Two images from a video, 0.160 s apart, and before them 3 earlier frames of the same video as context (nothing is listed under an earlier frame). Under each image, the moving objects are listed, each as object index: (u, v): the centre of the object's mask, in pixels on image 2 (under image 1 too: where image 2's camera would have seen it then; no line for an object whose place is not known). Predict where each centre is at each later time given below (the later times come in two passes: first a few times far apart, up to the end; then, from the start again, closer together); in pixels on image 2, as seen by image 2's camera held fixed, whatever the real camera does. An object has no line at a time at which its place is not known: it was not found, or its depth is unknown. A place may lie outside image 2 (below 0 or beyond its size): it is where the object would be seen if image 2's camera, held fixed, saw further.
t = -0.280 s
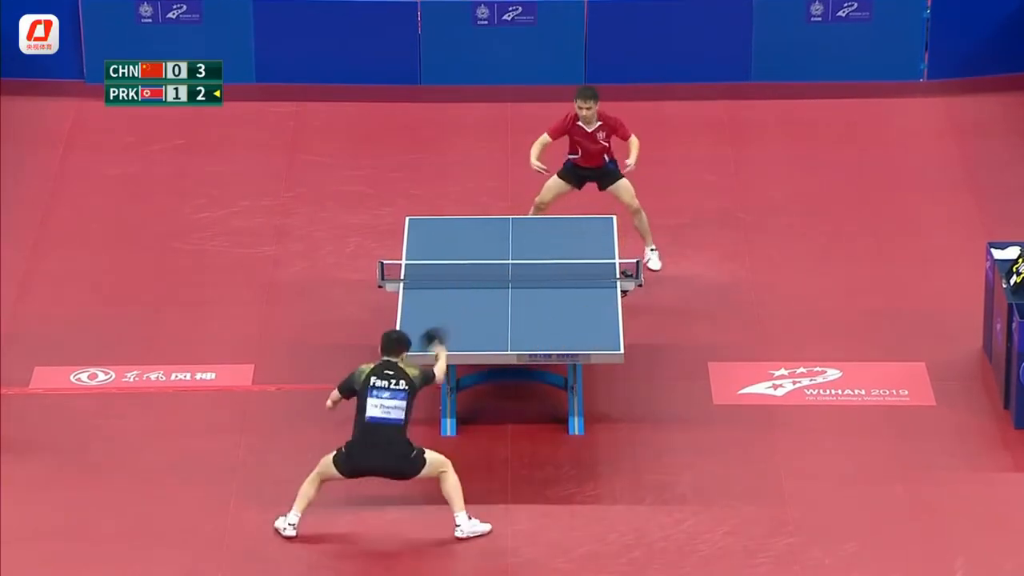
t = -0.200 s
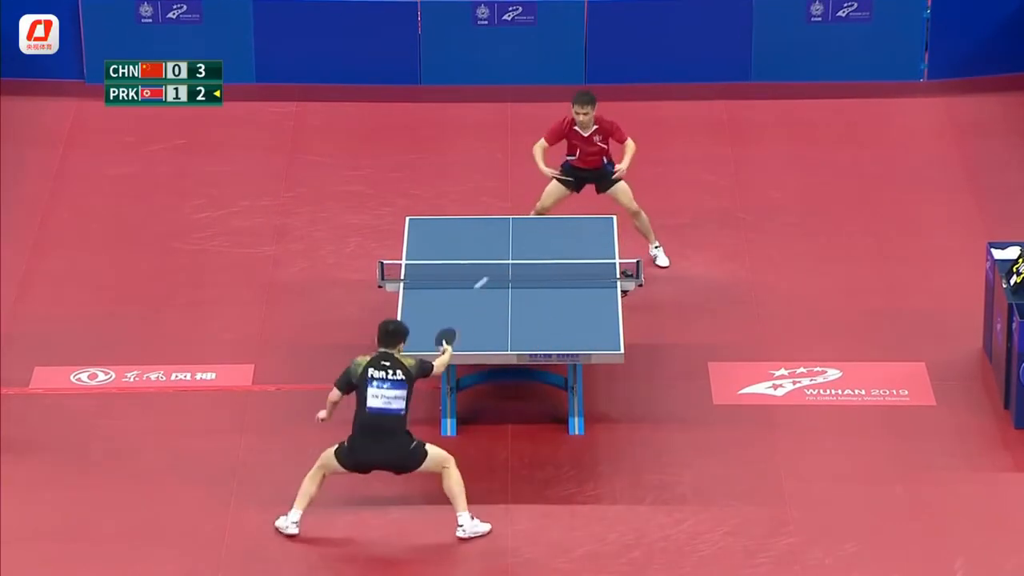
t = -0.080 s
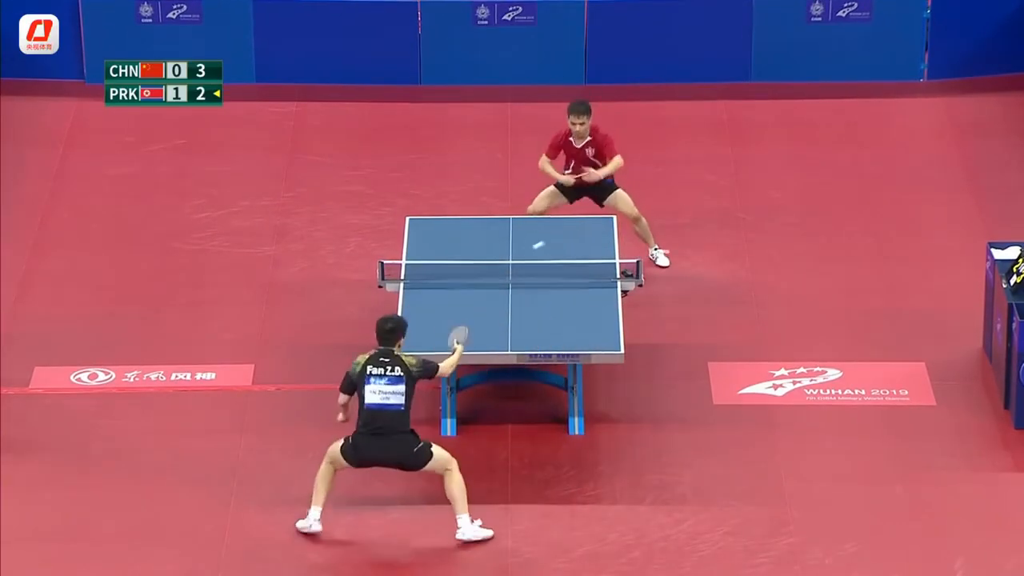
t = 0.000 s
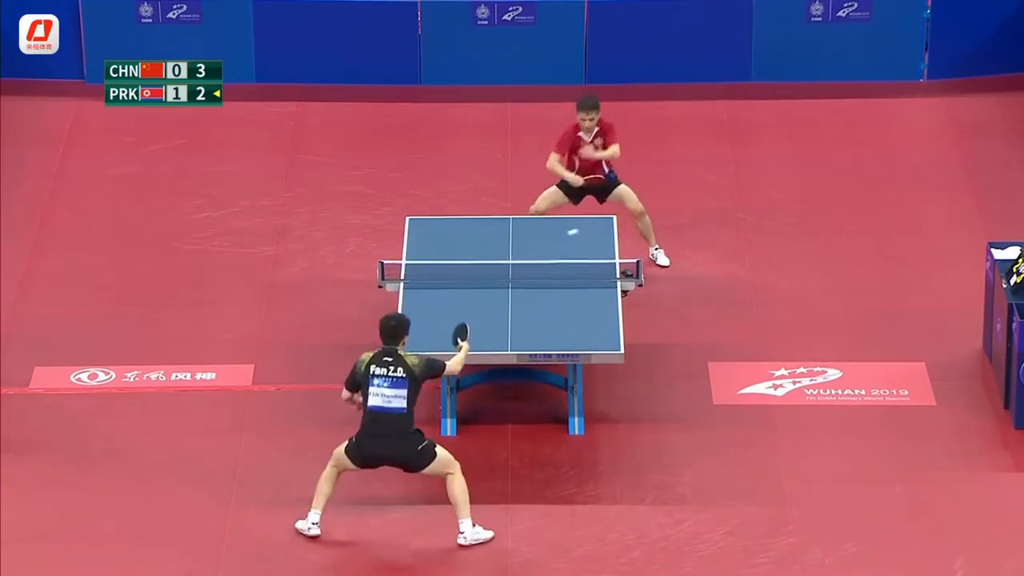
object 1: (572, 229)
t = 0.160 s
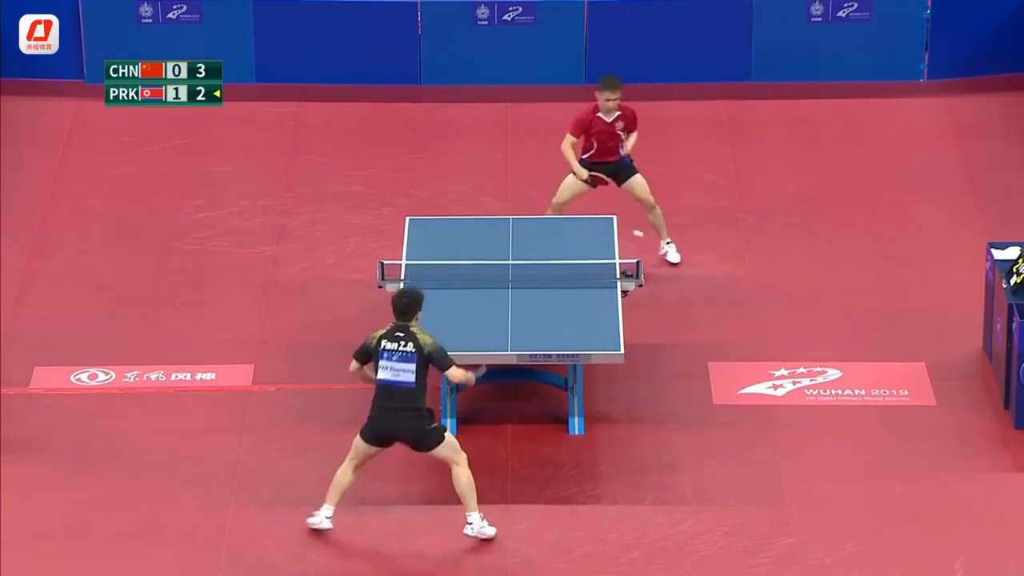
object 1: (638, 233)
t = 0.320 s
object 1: (697, 269)
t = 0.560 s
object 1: (776, 337)
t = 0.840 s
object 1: (863, 265)
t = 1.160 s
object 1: (942, 270)
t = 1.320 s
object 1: (981, 244)
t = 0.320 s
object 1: (697, 269)
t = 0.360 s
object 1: (710, 282)
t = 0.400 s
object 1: (724, 298)
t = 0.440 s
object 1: (737, 315)
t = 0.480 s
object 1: (749, 334)
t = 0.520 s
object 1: (762, 353)
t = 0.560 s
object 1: (776, 337)
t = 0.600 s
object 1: (790, 319)
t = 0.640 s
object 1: (803, 304)
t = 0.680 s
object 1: (816, 291)
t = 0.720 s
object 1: (828, 281)
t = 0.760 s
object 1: (840, 273)
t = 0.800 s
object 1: (852, 268)
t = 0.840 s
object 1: (863, 265)
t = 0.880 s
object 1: (874, 264)
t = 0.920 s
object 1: (884, 265)
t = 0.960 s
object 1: (893, 268)
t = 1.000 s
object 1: (903, 274)
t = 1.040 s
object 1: (912, 281)
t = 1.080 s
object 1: (920, 290)
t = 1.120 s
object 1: (931, 282)
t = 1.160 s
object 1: (942, 270)
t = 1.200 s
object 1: (952, 260)
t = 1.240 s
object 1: (962, 253)
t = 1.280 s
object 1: (971, 247)
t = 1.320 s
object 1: (981, 244)
